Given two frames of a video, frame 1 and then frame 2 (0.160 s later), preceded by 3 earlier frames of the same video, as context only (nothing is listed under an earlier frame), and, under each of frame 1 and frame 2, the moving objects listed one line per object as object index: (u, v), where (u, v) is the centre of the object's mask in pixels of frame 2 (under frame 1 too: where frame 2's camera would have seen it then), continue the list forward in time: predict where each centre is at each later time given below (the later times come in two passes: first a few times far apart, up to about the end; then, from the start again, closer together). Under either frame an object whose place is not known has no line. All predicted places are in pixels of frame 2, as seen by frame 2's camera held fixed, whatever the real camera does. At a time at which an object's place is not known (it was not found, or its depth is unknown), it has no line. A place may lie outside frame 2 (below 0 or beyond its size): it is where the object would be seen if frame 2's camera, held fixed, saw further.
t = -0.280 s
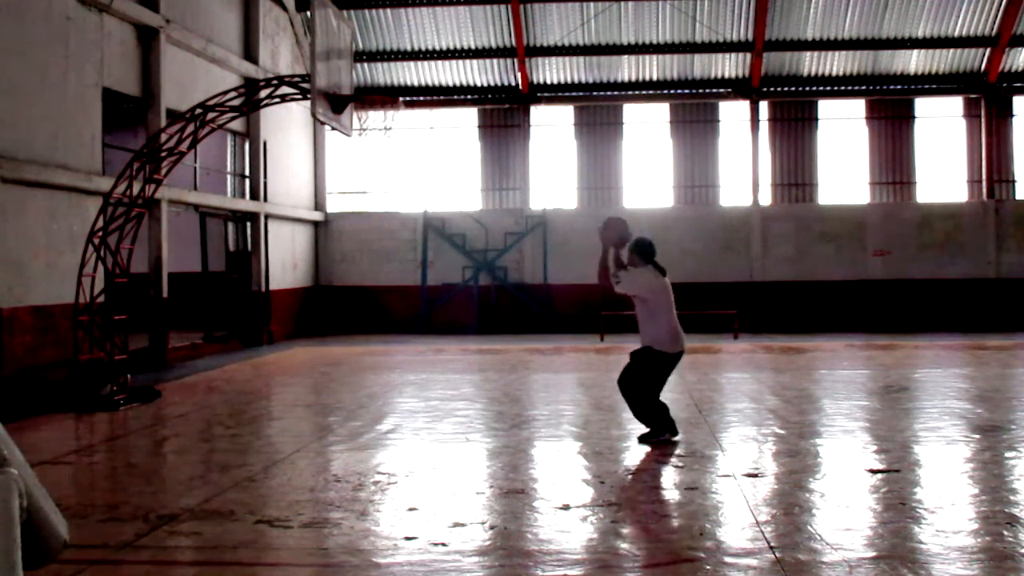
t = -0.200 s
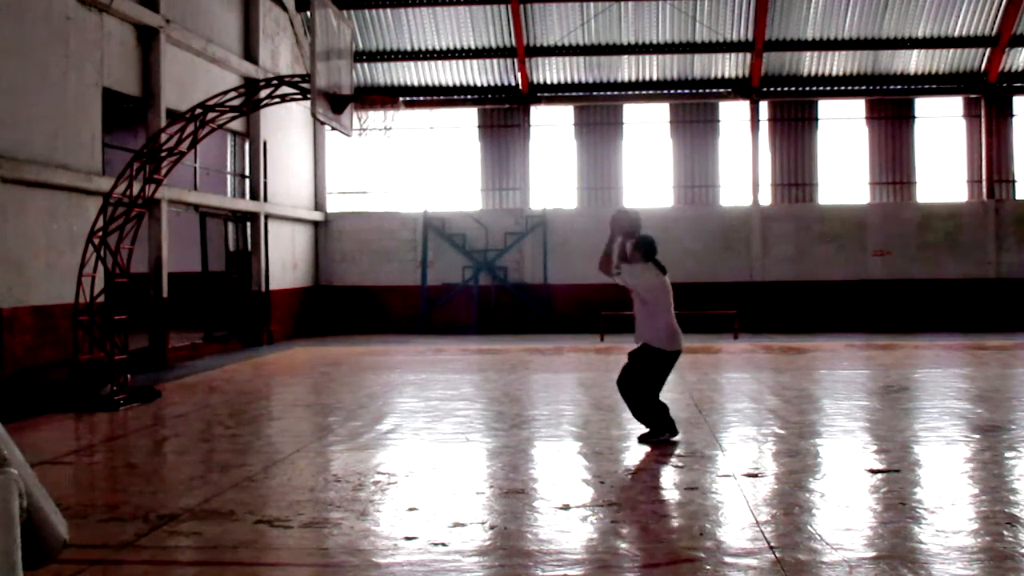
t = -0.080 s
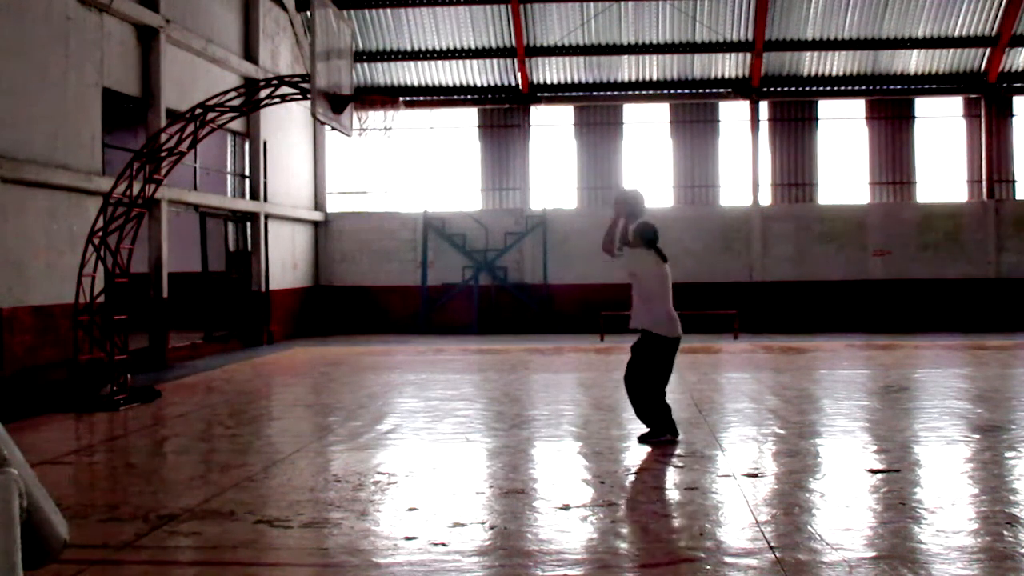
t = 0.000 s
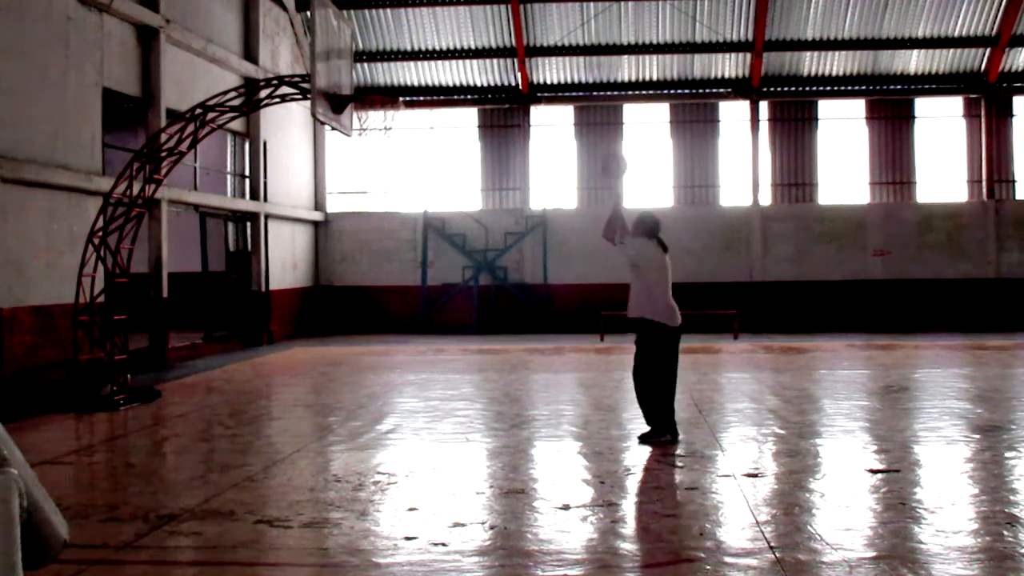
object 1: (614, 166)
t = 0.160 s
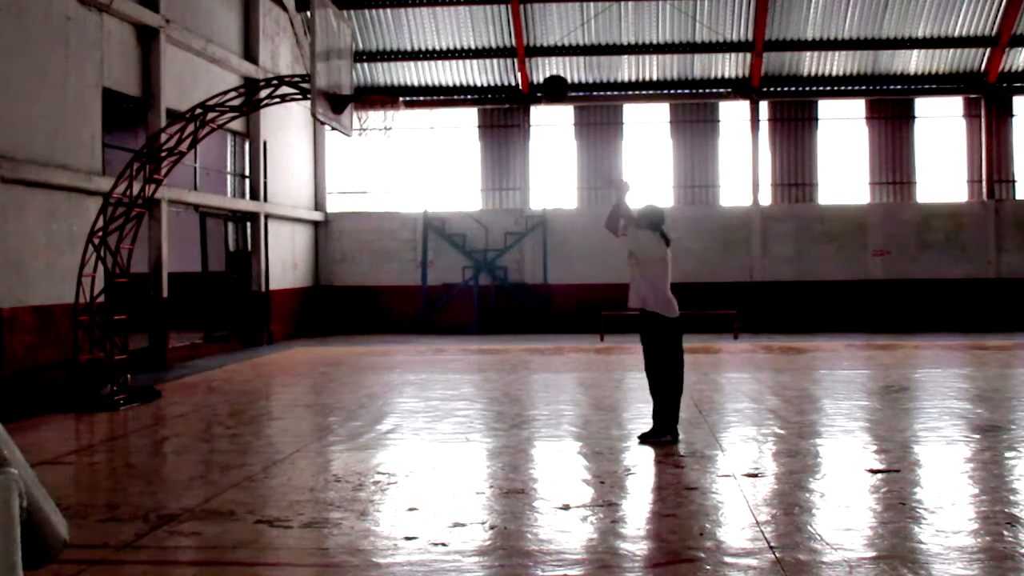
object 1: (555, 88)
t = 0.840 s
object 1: (368, 110)
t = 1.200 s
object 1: (356, 221)
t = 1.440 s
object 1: (350, 358)
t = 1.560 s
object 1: (352, 357)
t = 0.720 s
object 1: (396, 74)
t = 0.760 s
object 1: (387, 84)
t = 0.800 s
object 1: (371, 105)
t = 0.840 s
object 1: (368, 110)
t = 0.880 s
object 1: (366, 119)
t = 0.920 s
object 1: (365, 127)
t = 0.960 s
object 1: (364, 136)
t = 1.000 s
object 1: (362, 146)
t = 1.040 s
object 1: (361, 159)
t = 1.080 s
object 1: (360, 172)
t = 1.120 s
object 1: (359, 187)
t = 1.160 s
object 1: (358, 203)
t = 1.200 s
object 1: (356, 221)
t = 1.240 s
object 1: (355, 240)
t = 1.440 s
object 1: (350, 358)
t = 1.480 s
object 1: (350, 386)
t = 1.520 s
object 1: (350, 378)
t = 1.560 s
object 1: (352, 357)
